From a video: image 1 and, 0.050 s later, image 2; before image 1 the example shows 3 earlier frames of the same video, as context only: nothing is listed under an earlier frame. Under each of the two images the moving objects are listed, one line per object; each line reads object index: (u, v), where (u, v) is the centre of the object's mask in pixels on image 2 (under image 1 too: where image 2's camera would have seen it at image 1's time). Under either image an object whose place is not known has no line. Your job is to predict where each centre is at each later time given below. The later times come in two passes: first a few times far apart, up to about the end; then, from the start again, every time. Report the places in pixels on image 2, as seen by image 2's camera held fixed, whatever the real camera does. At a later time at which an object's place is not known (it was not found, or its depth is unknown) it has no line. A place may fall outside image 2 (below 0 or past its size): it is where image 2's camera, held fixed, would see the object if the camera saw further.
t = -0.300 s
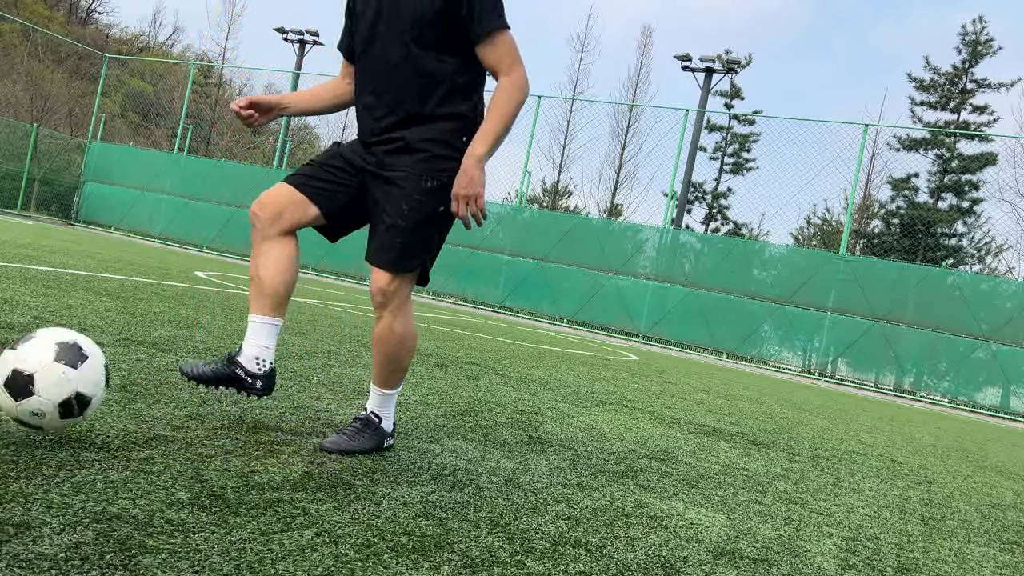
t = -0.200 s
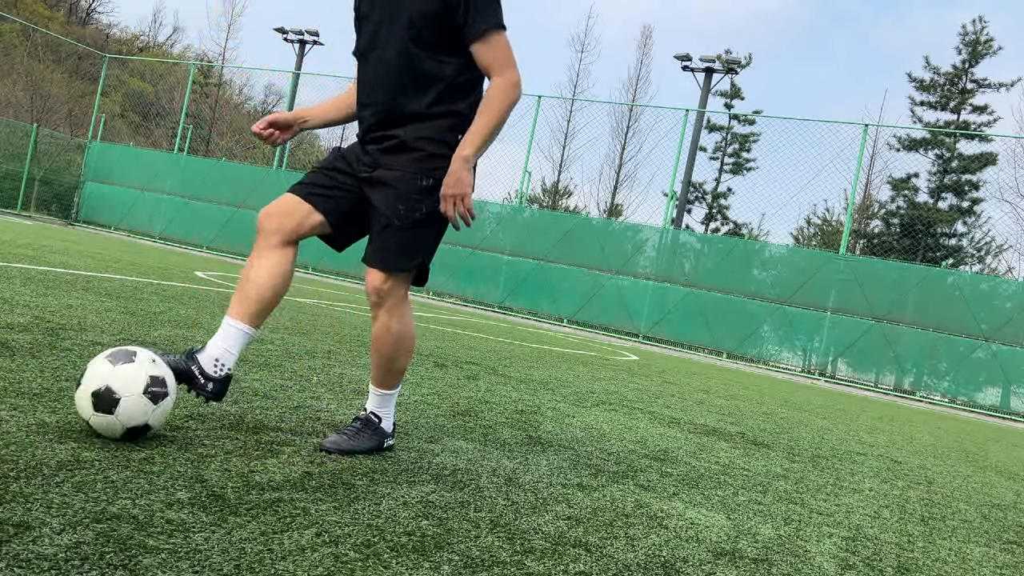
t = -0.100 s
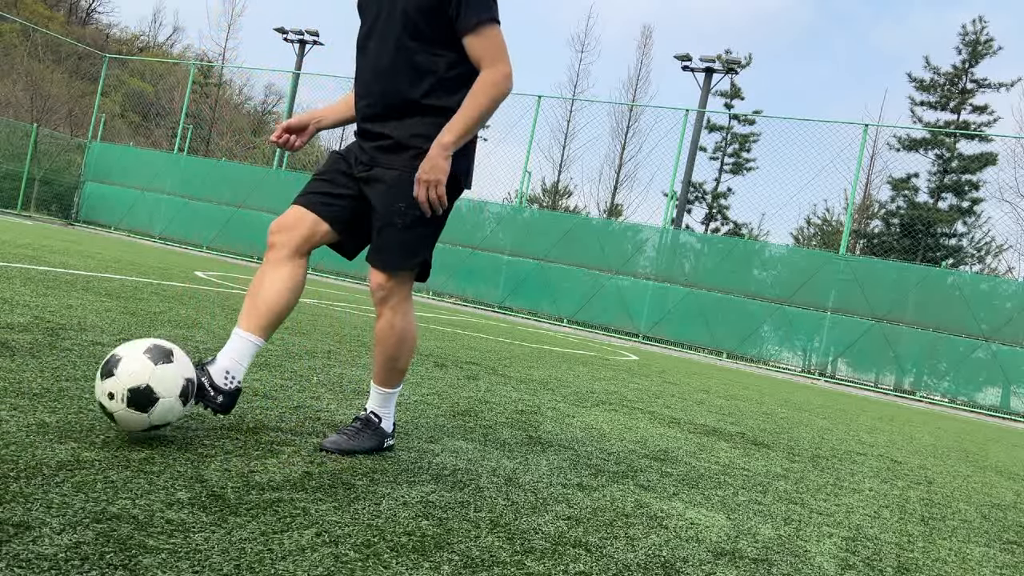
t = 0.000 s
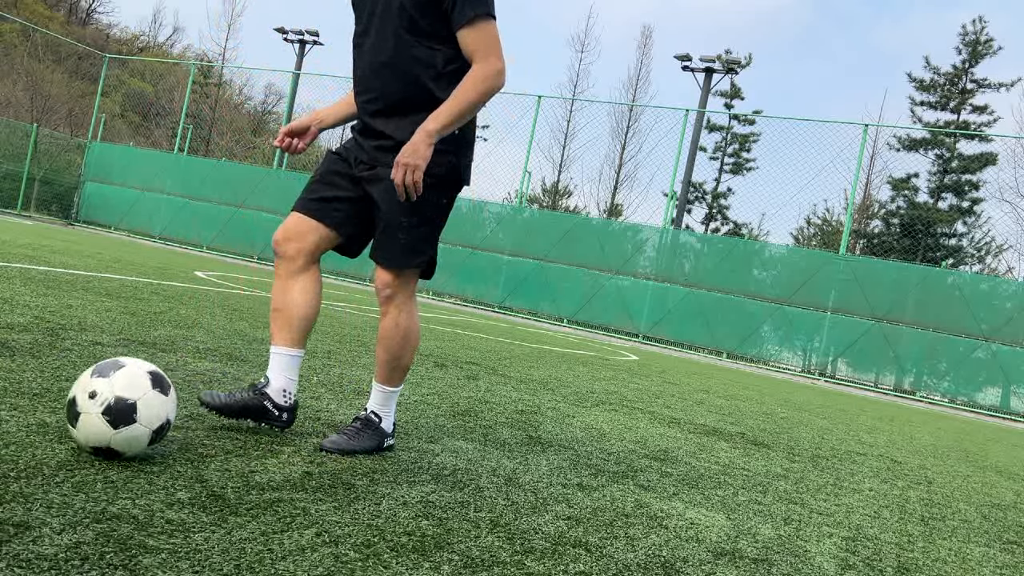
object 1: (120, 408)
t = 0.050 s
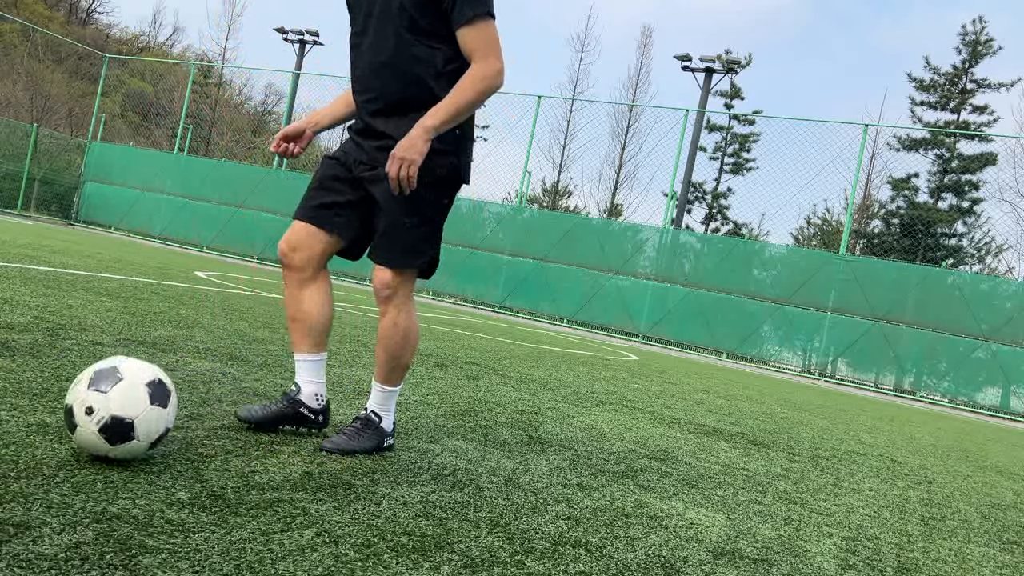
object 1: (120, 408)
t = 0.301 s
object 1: (113, 433)
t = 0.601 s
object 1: (101, 465)
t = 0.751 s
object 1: (94, 483)
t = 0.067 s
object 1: (119, 411)
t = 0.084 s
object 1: (118, 414)
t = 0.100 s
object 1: (118, 417)
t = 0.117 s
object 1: (118, 418)
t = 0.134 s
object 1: (118, 419)
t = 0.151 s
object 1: (117, 421)
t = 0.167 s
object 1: (116, 422)
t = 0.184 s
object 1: (116, 423)
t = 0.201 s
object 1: (116, 424)
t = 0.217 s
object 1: (115, 426)
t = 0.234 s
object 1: (115, 427)
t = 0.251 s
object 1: (114, 429)
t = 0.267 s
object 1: (114, 430)
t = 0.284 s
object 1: (113, 432)
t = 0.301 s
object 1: (113, 433)
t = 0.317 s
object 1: (112, 435)
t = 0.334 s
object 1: (112, 436)
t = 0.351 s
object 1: (111, 438)
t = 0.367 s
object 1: (110, 440)
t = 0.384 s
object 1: (109, 441)
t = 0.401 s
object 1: (108, 443)
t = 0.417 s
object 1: (108, 445)
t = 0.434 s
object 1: (107, 447)
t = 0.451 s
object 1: (106, 449)
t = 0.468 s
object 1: (106, 451)
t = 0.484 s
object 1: (105, 452)
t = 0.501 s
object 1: (104, 453)
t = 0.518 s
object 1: (104, 455)
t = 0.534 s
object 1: (103, 457)
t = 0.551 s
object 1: (102, 459)
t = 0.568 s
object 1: (102, 461)
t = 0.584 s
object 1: (102, 463)
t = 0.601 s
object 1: (101, 465)
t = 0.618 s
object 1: (101, 467)
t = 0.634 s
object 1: (100, 468)
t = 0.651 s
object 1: (99, 471)
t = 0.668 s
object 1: (98, 473)
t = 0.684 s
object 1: (97, 475)
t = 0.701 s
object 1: (96, 477)
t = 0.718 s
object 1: (95, 479)
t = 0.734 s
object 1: (95, 481)
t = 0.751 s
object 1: (94, 483)
